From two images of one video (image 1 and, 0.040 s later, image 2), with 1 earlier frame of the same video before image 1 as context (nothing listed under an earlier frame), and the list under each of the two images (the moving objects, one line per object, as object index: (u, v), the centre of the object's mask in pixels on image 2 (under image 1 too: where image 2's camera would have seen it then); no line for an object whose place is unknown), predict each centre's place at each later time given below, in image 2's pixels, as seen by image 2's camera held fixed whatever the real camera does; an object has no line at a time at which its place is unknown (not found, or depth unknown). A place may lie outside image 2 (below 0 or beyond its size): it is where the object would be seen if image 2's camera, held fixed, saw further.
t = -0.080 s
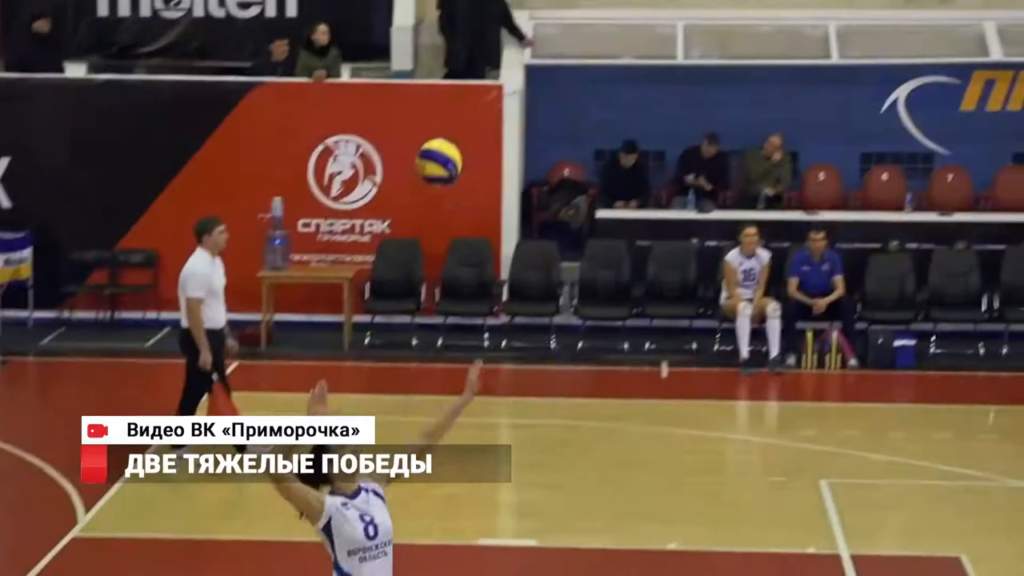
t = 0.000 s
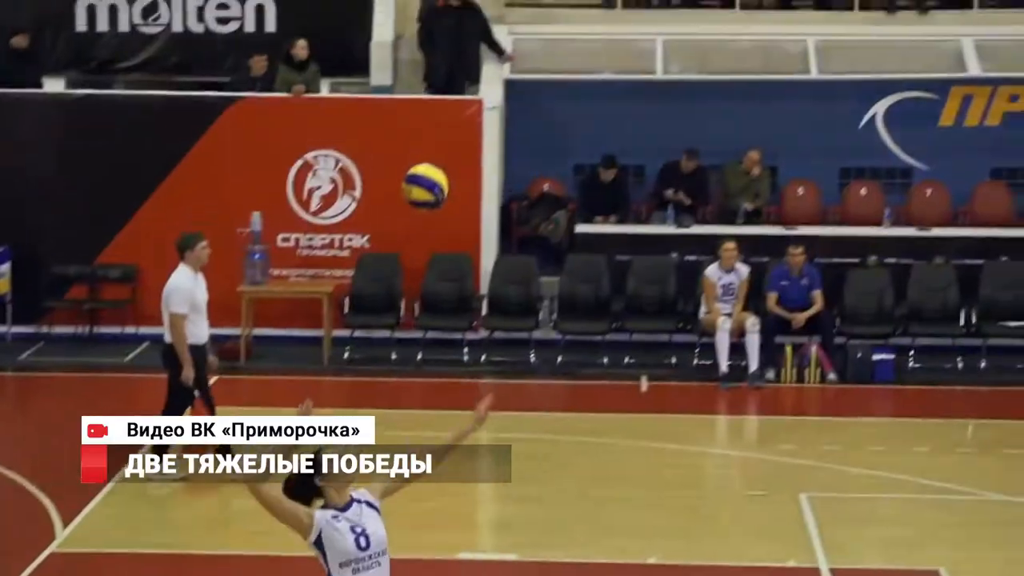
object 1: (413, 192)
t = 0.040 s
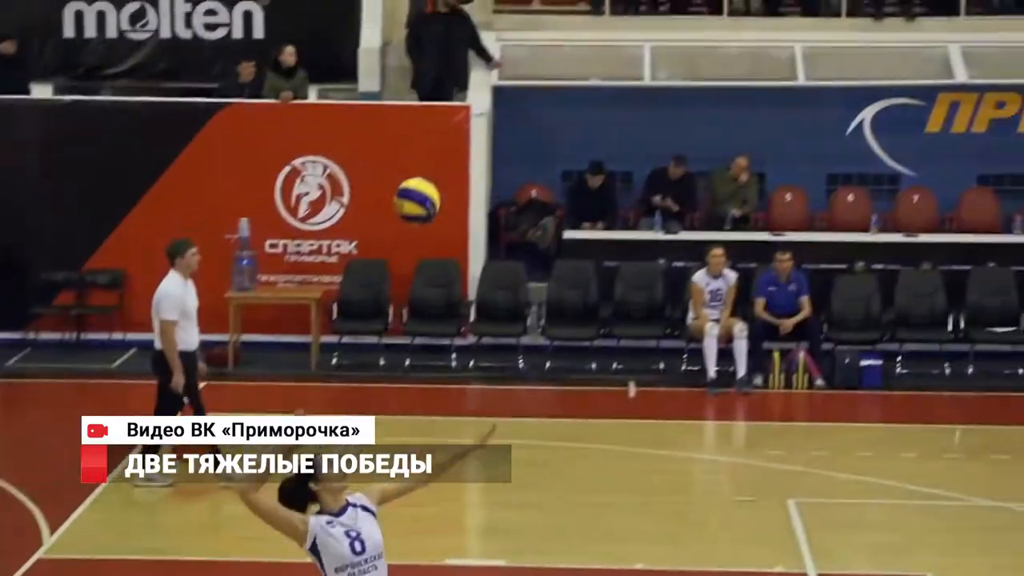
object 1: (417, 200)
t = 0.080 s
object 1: (421, 206)
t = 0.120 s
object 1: (425, 217)
